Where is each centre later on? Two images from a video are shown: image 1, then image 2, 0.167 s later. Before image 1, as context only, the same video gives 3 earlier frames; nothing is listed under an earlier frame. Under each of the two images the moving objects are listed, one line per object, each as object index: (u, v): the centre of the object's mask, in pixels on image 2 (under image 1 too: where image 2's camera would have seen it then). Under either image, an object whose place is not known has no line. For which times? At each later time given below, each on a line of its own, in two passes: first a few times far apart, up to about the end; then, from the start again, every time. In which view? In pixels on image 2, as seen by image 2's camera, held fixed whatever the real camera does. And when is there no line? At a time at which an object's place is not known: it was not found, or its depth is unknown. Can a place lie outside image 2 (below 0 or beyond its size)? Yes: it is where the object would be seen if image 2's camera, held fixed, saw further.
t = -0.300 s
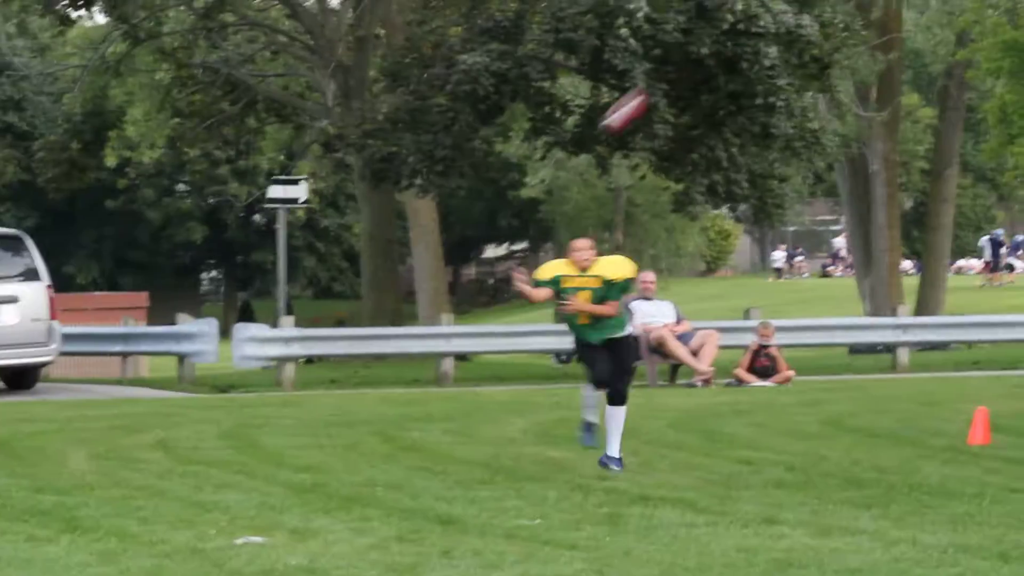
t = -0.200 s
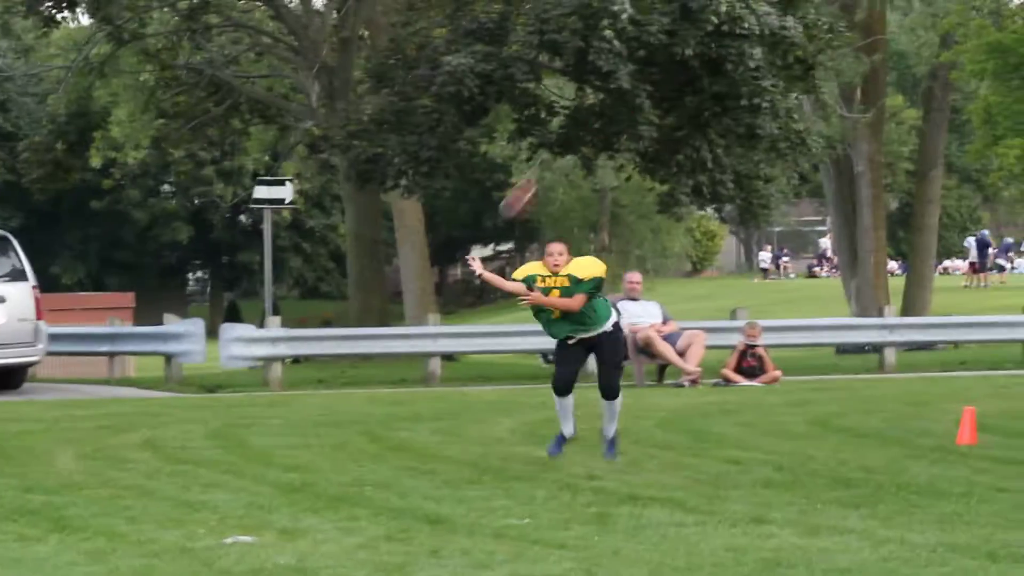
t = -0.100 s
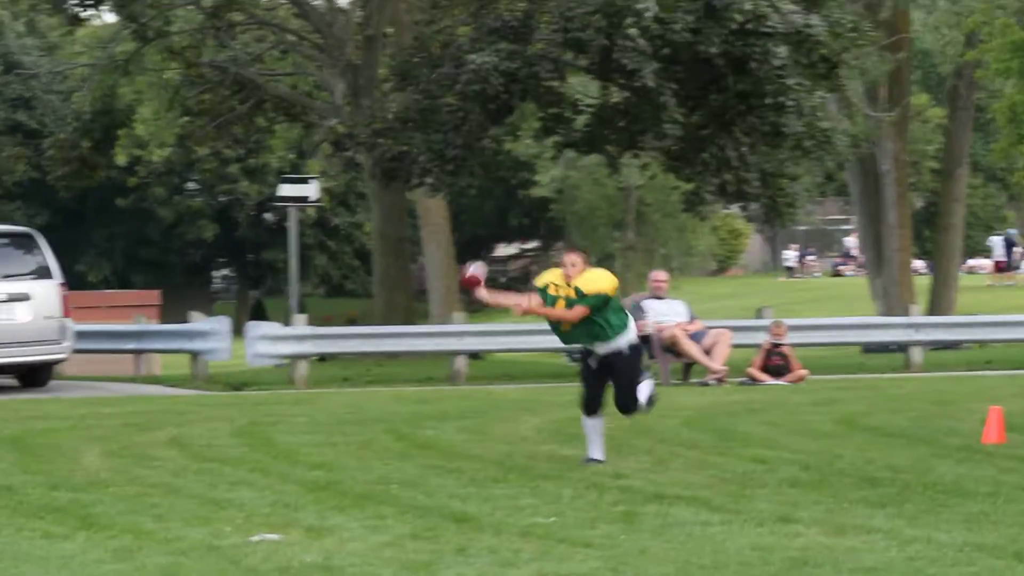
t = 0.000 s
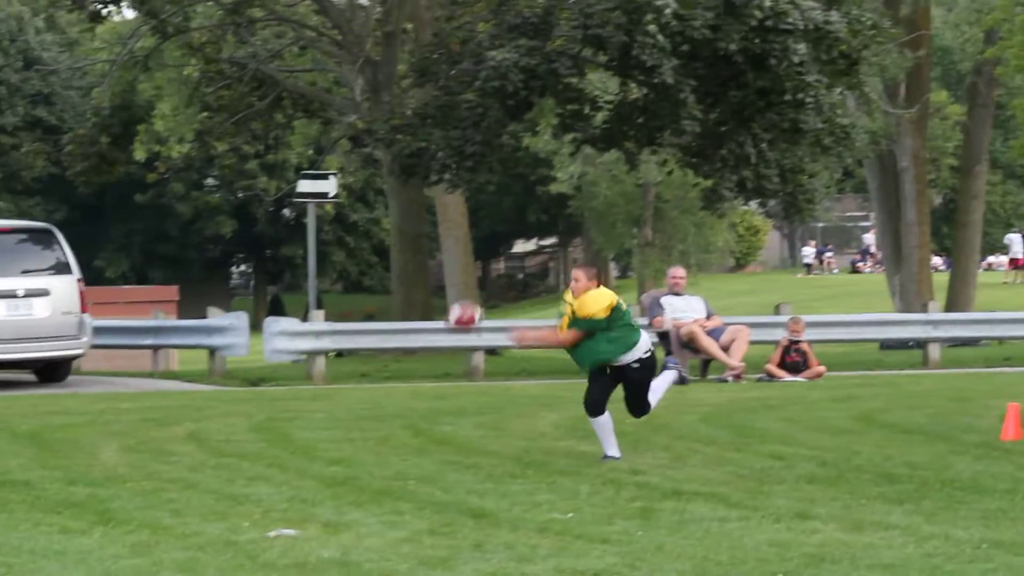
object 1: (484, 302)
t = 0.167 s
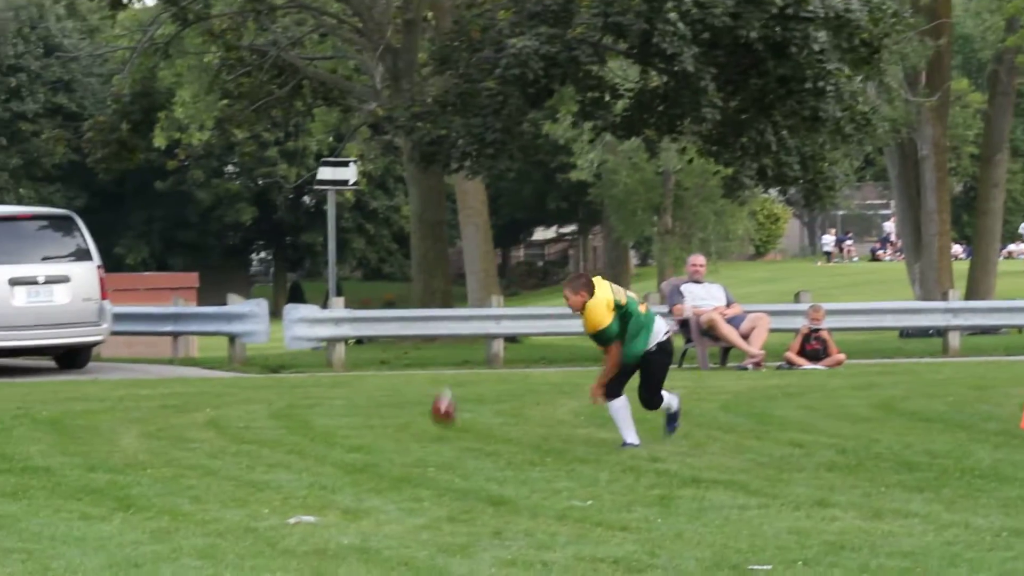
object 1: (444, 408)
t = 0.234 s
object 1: (426, 430)
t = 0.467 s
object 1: (341, 390)
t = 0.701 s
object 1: (263, 420)
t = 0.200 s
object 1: (437, 428)
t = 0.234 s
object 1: (426, 430)
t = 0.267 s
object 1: (414, 419)
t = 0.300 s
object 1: (402, 411)
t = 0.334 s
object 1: (390, 403)
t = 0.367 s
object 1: (378, 397)
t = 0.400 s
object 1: (365, 393)
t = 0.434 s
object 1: (354, 391)
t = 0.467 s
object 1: (341, 390)
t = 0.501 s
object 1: (330, 390)
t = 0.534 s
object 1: (320, 393)
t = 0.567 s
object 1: (307, 397)
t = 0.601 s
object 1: (296, 402)
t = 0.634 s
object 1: (285, 410)
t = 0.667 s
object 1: (274, 418)
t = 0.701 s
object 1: (263, 420)
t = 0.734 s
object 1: (252, 420)
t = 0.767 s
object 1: (241, 416)
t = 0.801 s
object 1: (231, 415)
